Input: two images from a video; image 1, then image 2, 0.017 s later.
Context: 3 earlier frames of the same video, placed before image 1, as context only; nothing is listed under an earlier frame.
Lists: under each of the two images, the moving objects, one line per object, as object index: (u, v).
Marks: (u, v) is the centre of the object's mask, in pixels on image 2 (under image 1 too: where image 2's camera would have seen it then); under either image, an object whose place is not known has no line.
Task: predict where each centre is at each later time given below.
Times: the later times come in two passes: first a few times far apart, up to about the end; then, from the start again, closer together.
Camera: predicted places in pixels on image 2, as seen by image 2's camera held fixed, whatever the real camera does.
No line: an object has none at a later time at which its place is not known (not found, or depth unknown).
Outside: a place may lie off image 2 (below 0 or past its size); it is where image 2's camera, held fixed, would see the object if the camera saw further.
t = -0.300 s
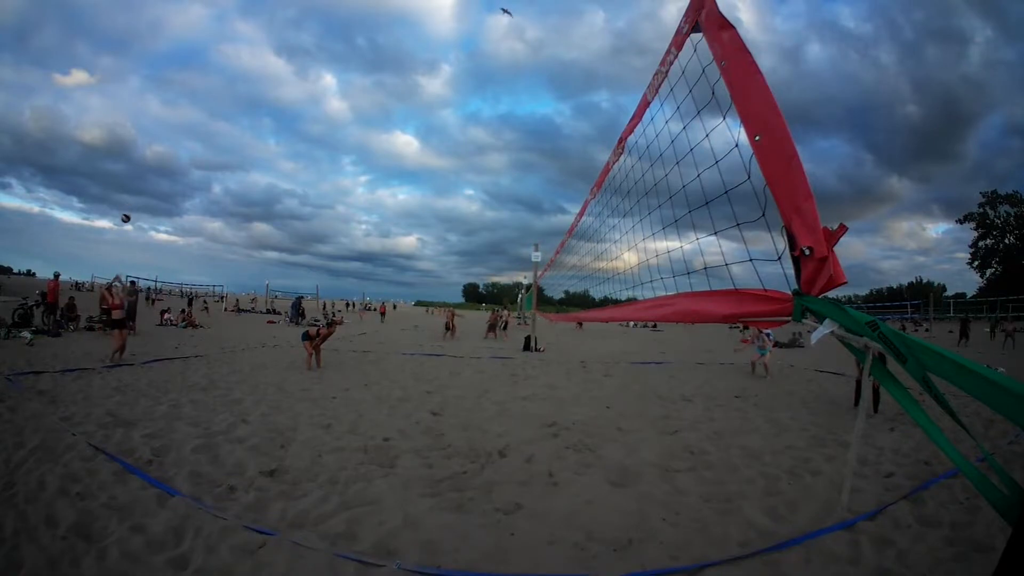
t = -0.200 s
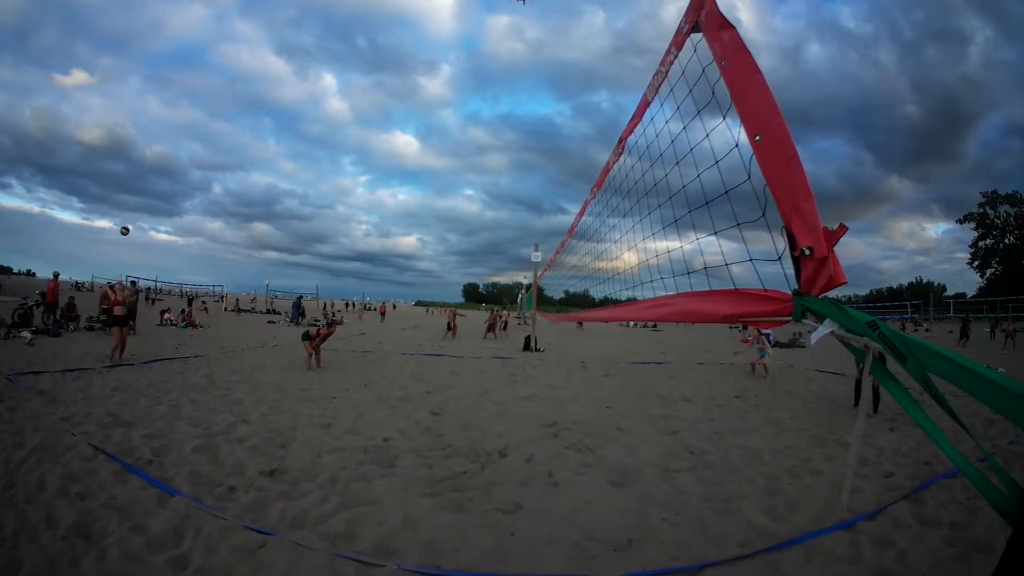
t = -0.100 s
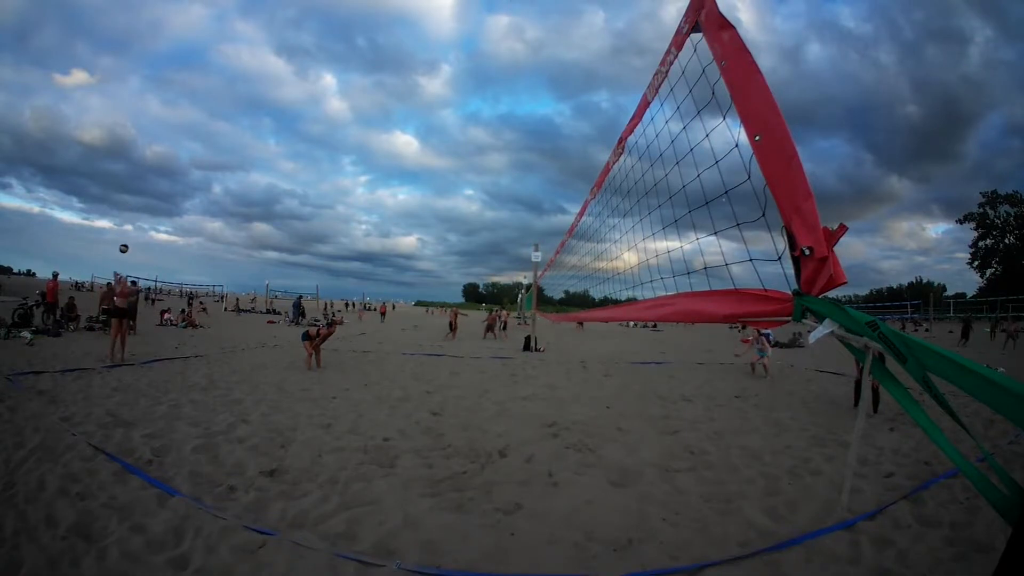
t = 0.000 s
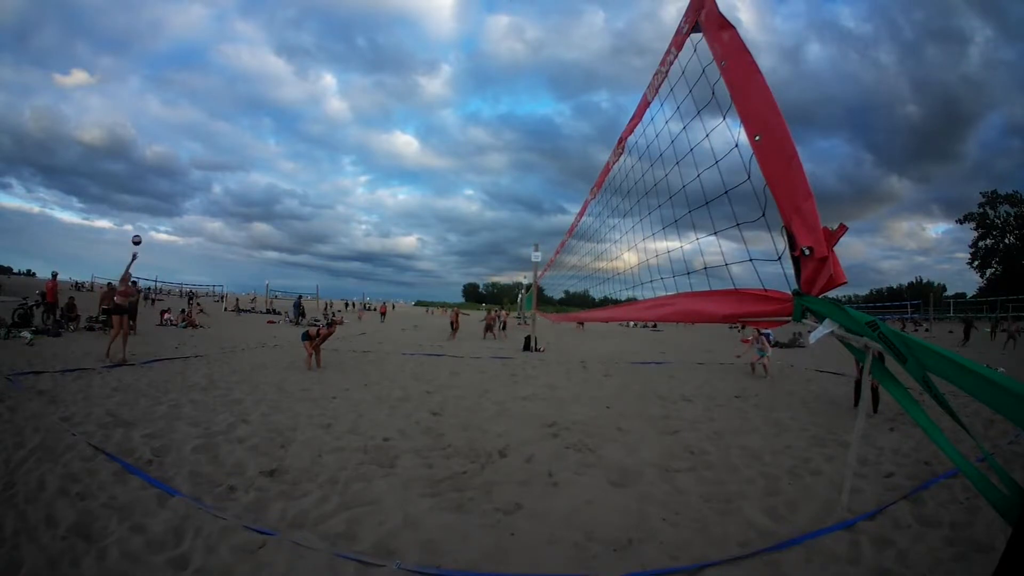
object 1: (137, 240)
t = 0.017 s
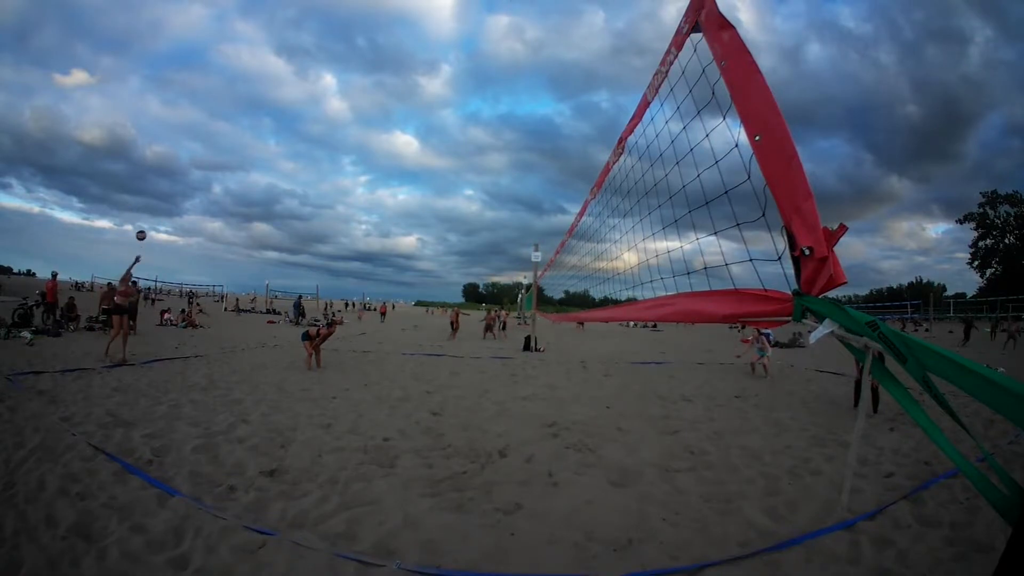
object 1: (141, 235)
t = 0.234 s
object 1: (219, 175)
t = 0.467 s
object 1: (366, 126)
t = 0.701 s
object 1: (589, 132)
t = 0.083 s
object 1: (160, 216)
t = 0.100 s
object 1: (166, 211)
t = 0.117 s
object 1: (171, 206)
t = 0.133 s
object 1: (178, 202)
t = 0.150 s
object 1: (184, 196)
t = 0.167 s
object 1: (190, 192)
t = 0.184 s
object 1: (197, 188)
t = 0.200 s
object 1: (204, 183)
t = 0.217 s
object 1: (212, 179)
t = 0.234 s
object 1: (219, 175)
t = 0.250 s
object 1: (227, 170)
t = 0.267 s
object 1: (236, 166)
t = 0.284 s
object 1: (245, 162)
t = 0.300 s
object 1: (254, 158)
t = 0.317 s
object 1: (263, 154)
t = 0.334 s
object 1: (273, 150)
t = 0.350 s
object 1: (284, 146)
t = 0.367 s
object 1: (294, 143)
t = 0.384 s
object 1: (305, 140)
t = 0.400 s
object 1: (317, 137)
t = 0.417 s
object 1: (328, 134)
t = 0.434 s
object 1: (341, 131)
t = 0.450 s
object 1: (353, 128)
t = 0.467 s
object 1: (366, 126)
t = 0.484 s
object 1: (380, 124)
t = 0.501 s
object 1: (394, 122)
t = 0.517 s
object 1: (409, 121)
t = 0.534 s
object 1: (424, 120)
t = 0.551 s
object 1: (439, 119)
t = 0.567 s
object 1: (454, 118)
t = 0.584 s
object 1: (470, 119)
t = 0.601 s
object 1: (486, 119)
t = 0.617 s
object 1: (503, 120)
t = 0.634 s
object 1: (520, 122)
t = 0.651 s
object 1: (537, 123)
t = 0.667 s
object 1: (554, 126)
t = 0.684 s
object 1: (572, 129)
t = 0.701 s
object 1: (589, 132)
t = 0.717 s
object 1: (606, 136)
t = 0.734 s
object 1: (623, 140)
